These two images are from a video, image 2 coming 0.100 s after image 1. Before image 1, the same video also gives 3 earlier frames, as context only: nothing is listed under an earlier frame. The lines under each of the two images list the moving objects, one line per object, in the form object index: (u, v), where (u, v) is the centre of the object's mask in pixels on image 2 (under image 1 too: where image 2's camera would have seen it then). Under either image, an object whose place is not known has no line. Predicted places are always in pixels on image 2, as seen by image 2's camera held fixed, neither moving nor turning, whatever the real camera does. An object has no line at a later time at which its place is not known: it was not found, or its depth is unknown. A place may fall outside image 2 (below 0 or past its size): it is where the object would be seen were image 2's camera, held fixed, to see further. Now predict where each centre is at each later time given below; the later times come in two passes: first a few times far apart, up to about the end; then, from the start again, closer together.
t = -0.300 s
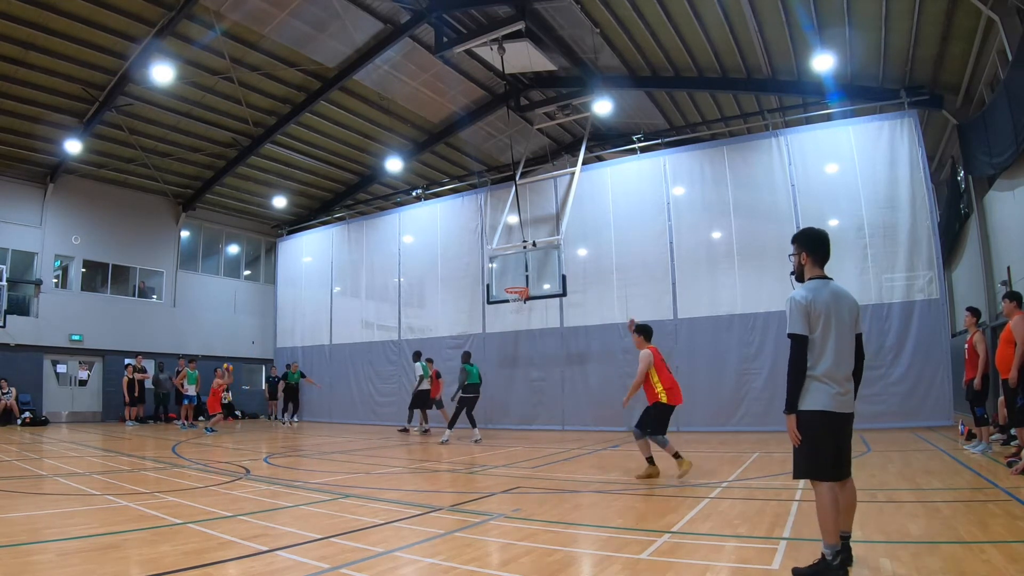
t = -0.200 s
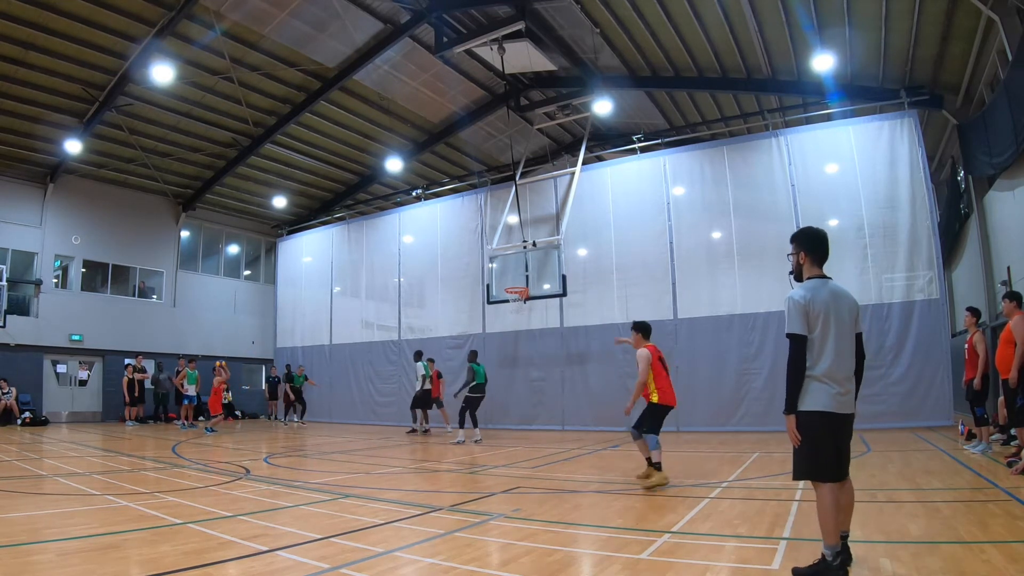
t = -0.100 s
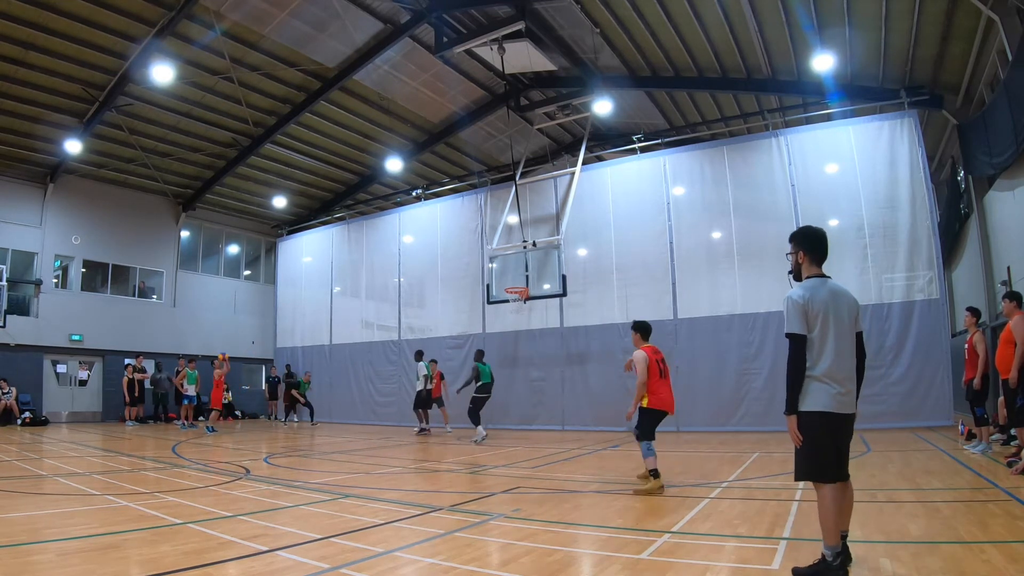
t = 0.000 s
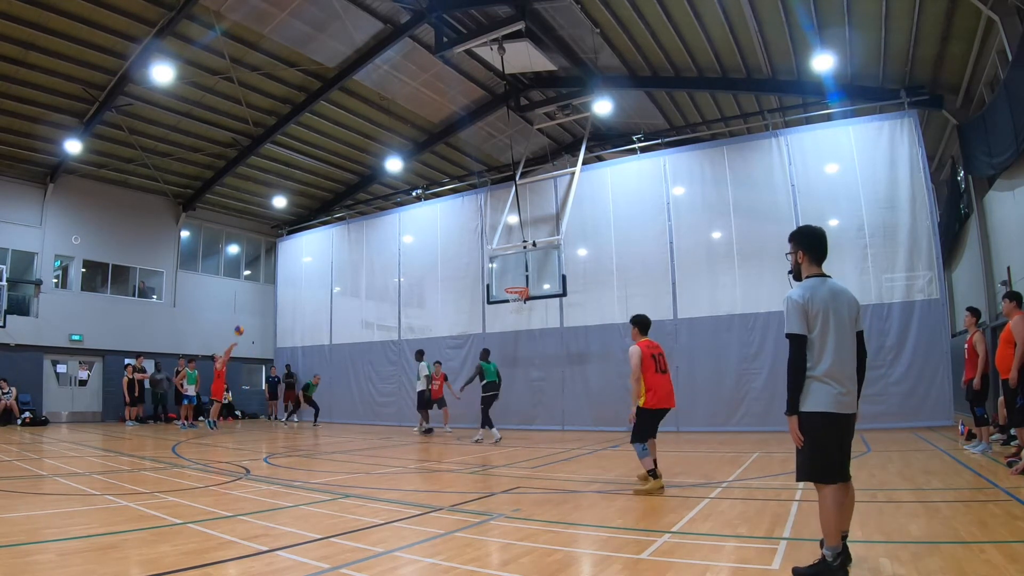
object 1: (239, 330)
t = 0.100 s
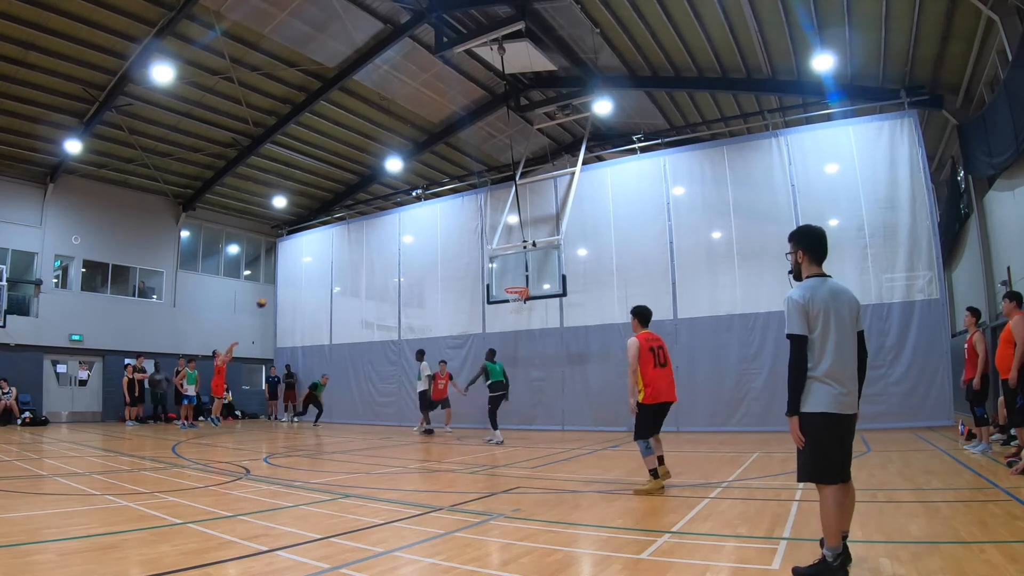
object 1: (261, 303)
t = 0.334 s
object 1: (314, 256)
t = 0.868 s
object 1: (440, 235)
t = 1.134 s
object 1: (505, 272)
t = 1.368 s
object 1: (504, 269)
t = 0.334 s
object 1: (314, 256)
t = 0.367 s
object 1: (322, 251)
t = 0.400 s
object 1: (330, 247)
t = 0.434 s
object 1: (337, 242)
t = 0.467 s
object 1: (345, 238)
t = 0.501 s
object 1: (353, 236)
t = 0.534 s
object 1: (360, 234)
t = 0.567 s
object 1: (368, 231)
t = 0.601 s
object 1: (376, 230)
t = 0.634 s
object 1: (384, 229)
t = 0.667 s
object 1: (392, 228)
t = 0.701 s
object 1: (400, 228)
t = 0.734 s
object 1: (407, 228)
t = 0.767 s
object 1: (415, 229)
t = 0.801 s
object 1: (423, 230)
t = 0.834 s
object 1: (431, 232)
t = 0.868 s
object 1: (440, 235)
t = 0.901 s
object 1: (448, 238)
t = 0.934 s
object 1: (456, 241)
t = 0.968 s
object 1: (464, 245)
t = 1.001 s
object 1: (472, 249)
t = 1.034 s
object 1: (480, 254)
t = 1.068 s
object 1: (488, 260)
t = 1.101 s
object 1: (497, 266)
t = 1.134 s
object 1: (505, 272)
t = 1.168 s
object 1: (514, 279)
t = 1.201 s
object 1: (522, 285)
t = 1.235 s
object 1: (517, 284)
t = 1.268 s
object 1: (511, 283)
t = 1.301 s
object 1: (509, 278)
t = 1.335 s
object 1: (506, 274)
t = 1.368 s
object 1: (504, 269)
